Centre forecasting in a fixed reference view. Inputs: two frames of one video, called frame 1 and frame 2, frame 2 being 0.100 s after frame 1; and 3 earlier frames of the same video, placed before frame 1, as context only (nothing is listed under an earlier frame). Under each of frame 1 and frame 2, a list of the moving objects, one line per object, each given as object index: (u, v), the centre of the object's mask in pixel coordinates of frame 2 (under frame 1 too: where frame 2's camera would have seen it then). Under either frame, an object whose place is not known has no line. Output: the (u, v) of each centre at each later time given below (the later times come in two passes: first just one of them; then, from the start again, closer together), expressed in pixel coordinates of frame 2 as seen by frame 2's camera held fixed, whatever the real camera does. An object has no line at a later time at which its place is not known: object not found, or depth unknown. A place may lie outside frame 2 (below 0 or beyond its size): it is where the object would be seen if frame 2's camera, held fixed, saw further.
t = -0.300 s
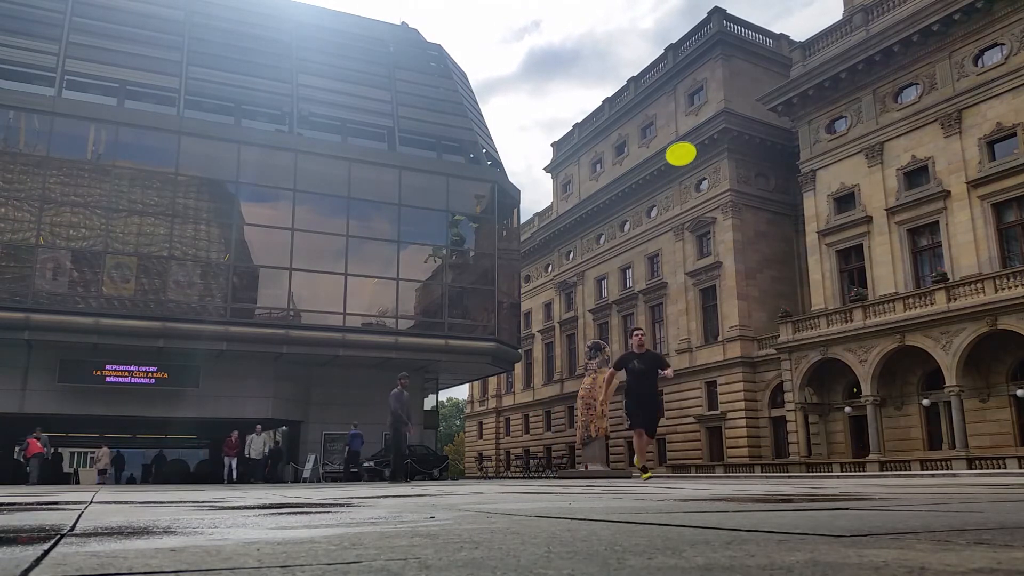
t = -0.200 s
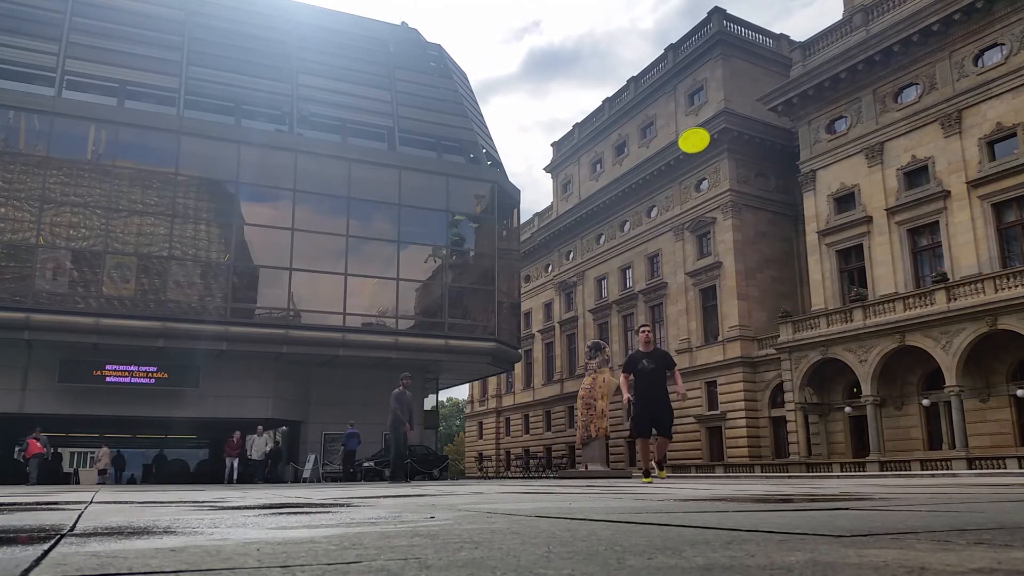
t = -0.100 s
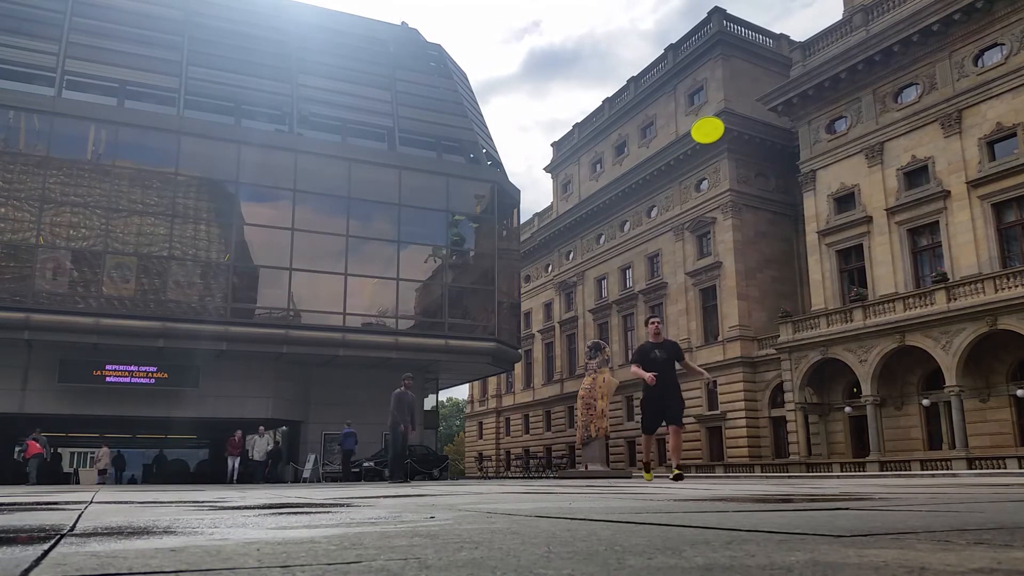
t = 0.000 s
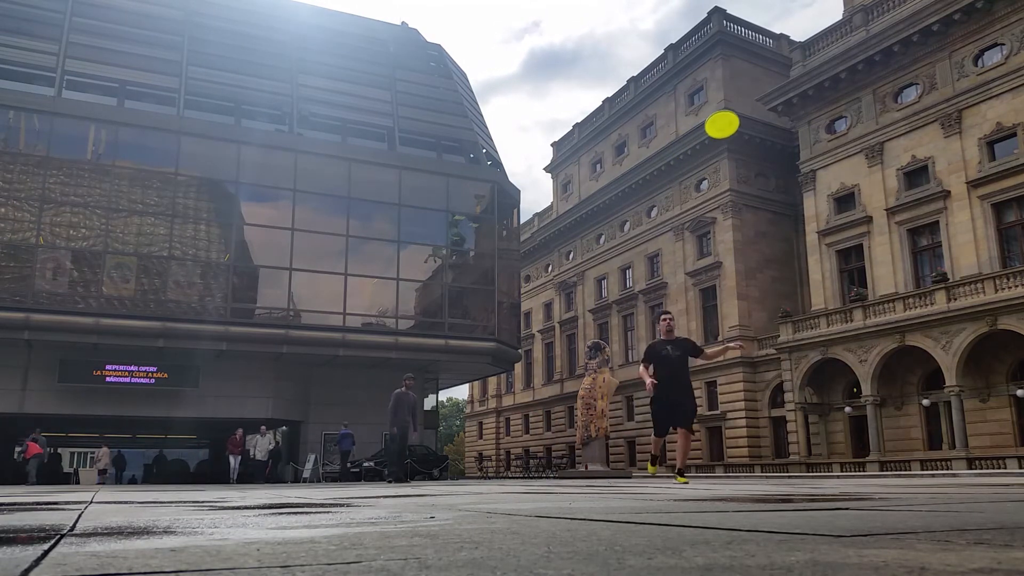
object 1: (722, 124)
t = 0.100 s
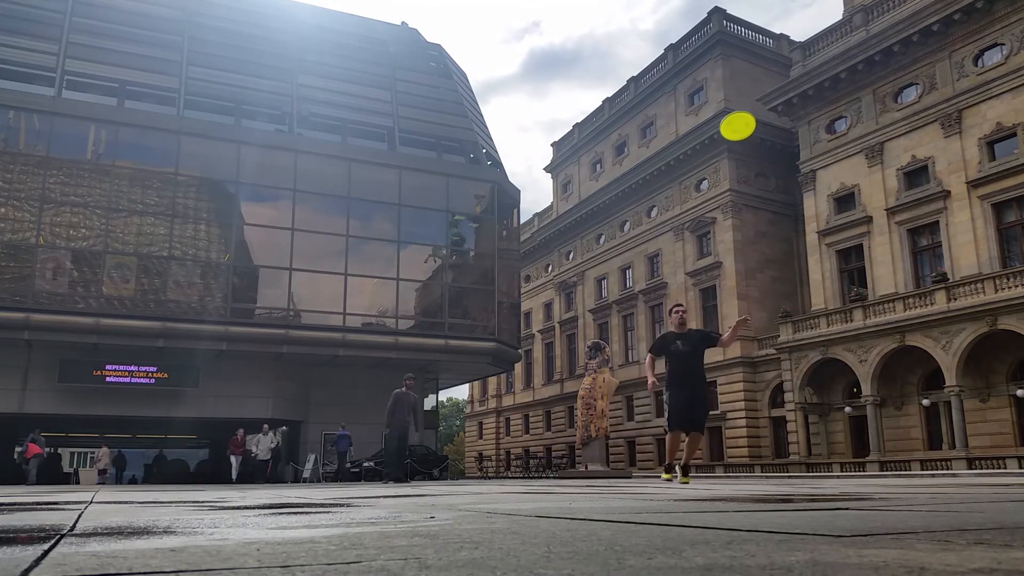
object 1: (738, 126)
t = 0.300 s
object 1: (772, 153)
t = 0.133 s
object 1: (743, 128)
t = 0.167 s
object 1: (749, 131)
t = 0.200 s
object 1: (755, 135)
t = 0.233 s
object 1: (760, 140)
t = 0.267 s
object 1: (766, 146)
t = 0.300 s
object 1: (772, 153)
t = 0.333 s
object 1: (779, 161)
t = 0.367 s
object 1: (785, 169)
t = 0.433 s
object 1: (797, 190)
